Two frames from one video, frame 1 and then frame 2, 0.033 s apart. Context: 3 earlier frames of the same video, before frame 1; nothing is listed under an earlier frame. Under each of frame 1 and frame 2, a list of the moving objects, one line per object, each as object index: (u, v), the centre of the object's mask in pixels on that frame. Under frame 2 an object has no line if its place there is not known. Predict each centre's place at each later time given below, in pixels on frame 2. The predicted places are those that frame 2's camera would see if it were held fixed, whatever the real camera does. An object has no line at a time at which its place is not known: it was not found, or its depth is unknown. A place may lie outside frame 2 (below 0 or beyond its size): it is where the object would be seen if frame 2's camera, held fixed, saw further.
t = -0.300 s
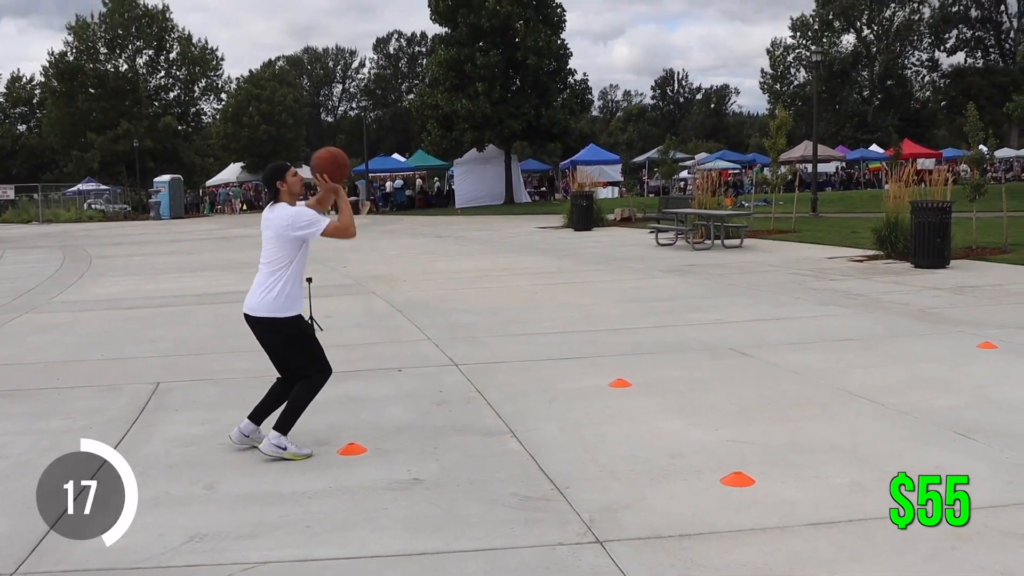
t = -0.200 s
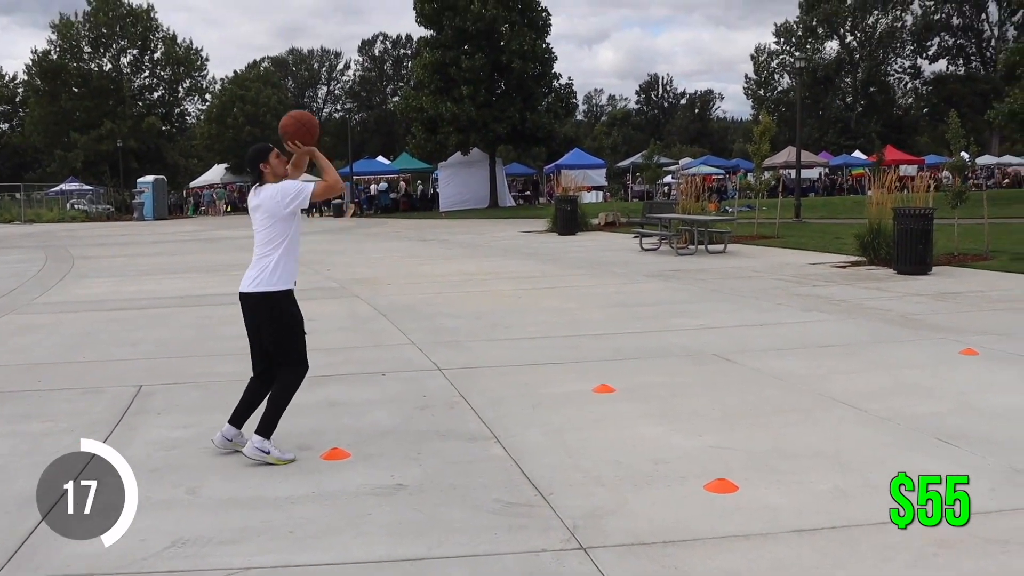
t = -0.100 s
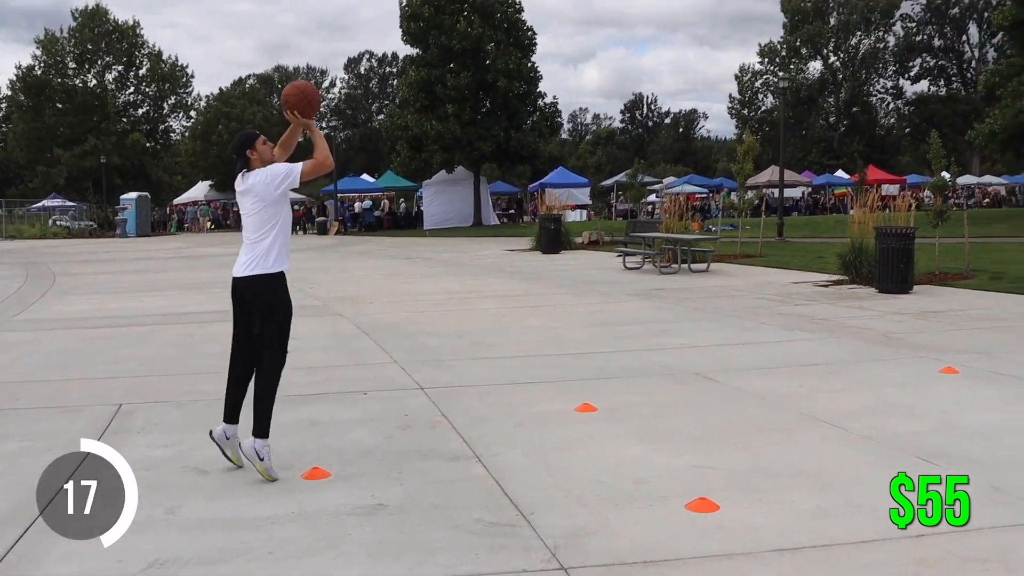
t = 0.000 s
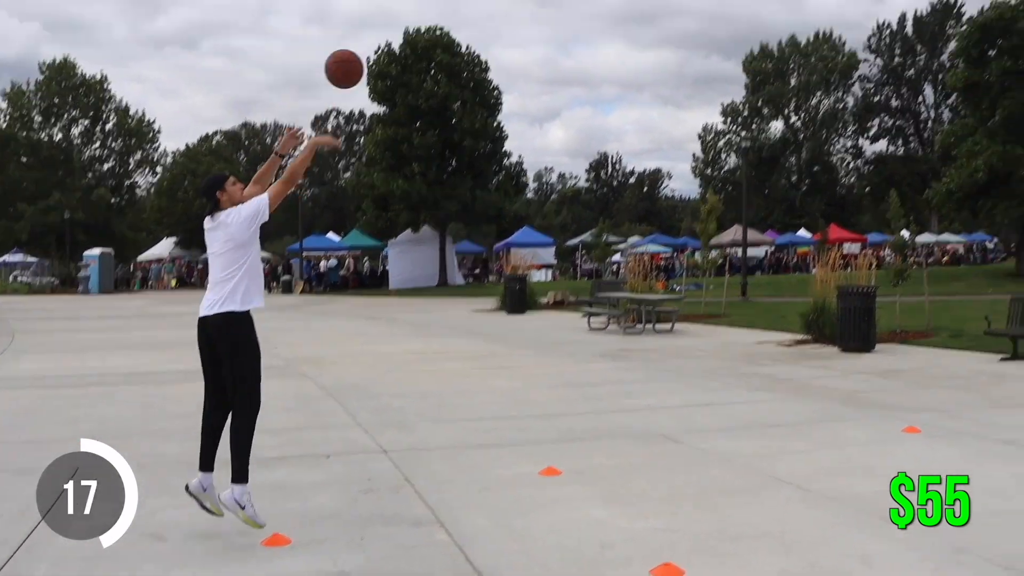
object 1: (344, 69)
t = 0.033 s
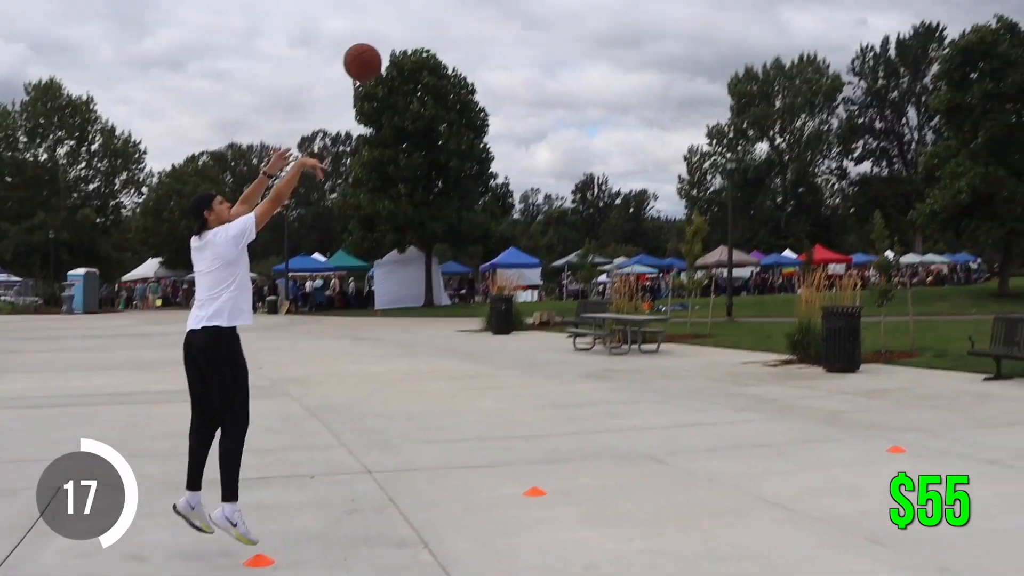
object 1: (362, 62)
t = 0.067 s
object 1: (394, 36)
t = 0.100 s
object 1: (424, 13)
